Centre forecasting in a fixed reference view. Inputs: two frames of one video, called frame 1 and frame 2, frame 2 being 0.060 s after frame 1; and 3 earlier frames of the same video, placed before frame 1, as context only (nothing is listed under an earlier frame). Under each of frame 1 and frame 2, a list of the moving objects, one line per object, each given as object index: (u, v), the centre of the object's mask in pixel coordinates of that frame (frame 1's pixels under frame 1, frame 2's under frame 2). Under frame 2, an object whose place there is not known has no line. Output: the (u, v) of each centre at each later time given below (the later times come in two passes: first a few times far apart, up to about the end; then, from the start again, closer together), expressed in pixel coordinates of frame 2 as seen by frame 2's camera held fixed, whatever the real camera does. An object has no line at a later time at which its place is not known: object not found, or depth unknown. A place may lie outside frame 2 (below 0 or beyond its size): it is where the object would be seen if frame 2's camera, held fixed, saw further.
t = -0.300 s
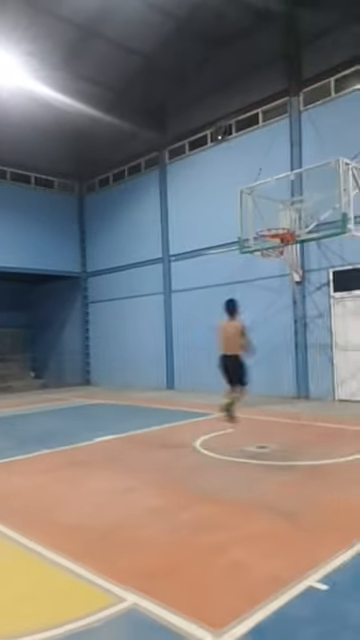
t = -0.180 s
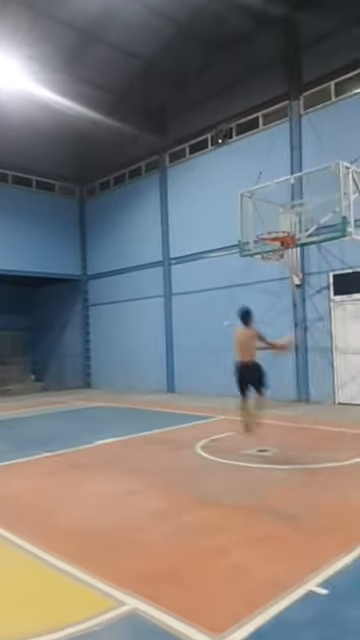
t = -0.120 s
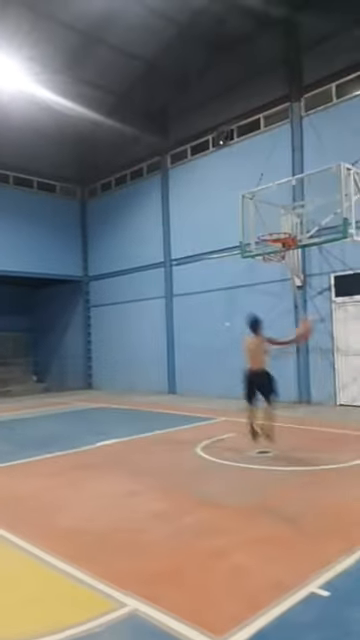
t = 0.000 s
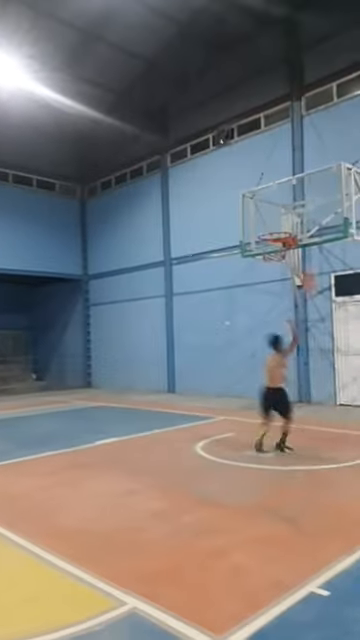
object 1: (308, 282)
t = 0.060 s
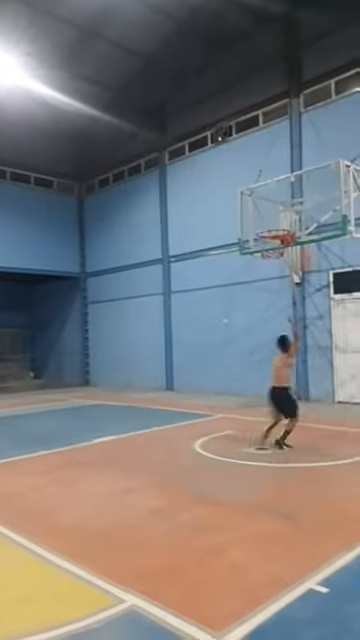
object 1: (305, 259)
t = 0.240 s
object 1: (307, 214)
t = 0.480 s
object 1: (287, 201)
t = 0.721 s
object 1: (263, 228)
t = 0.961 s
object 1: (275, 250)
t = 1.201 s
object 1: (263, 302)
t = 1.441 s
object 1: (251, 383)
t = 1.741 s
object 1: (233, 367)
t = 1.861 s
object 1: (224, 341)
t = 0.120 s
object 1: (307, 240)
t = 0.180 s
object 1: (307, 227)
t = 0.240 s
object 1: (307, 214)
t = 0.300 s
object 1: (305, 206)
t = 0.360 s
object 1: (300, 203)
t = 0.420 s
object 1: (294, 200)
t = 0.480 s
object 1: (287, 201)
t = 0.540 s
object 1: (281, 204)
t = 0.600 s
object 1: (275, 210)
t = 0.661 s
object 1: (269, 218)
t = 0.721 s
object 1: (263, 228)
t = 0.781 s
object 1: (267, 233)
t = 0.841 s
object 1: (279, 237)
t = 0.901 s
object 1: (276, 243)
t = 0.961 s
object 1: (275, 250)
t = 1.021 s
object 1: (273, 259)
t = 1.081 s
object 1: (269, 273)
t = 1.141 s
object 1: (266, 288)
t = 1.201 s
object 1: (263, 302)
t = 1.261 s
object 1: (259, 322)
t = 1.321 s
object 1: (257, 342)
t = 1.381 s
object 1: (253, 364)
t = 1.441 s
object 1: (251, 383)
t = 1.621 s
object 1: (242, 406)
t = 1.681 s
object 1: (237, 384)
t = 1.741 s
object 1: (233, 367)
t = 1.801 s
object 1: (228, 353)
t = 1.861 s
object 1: (224, 341)
